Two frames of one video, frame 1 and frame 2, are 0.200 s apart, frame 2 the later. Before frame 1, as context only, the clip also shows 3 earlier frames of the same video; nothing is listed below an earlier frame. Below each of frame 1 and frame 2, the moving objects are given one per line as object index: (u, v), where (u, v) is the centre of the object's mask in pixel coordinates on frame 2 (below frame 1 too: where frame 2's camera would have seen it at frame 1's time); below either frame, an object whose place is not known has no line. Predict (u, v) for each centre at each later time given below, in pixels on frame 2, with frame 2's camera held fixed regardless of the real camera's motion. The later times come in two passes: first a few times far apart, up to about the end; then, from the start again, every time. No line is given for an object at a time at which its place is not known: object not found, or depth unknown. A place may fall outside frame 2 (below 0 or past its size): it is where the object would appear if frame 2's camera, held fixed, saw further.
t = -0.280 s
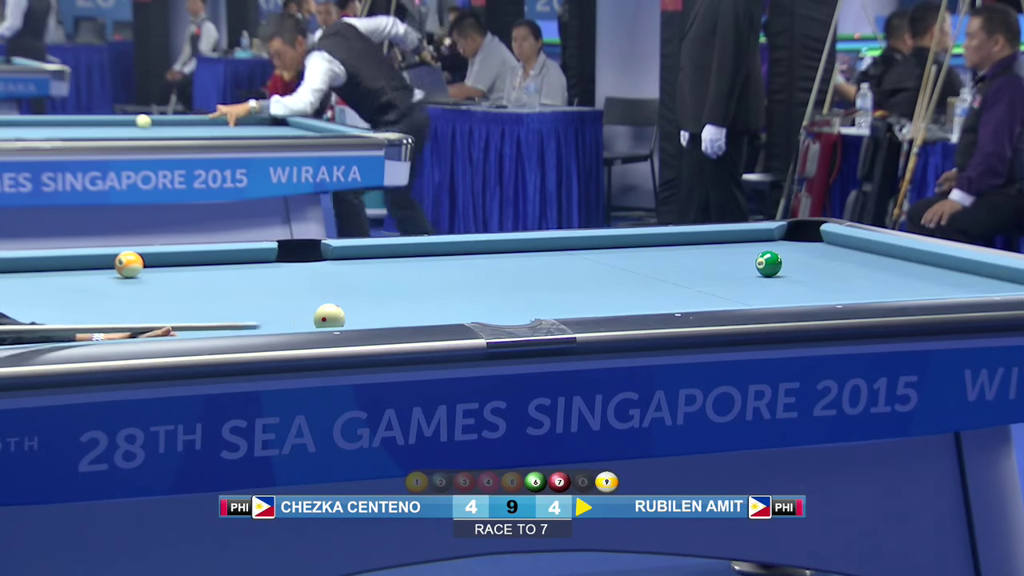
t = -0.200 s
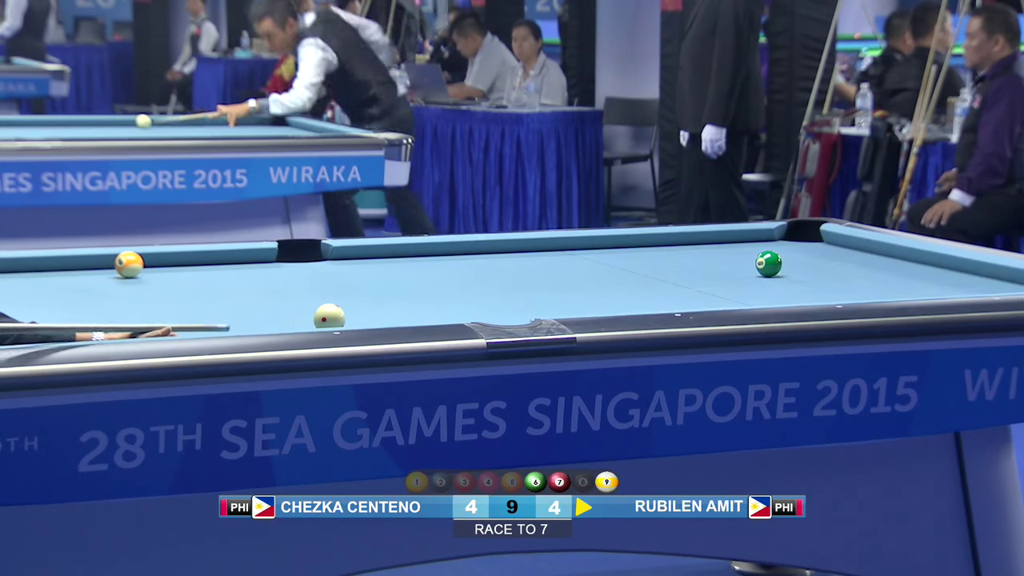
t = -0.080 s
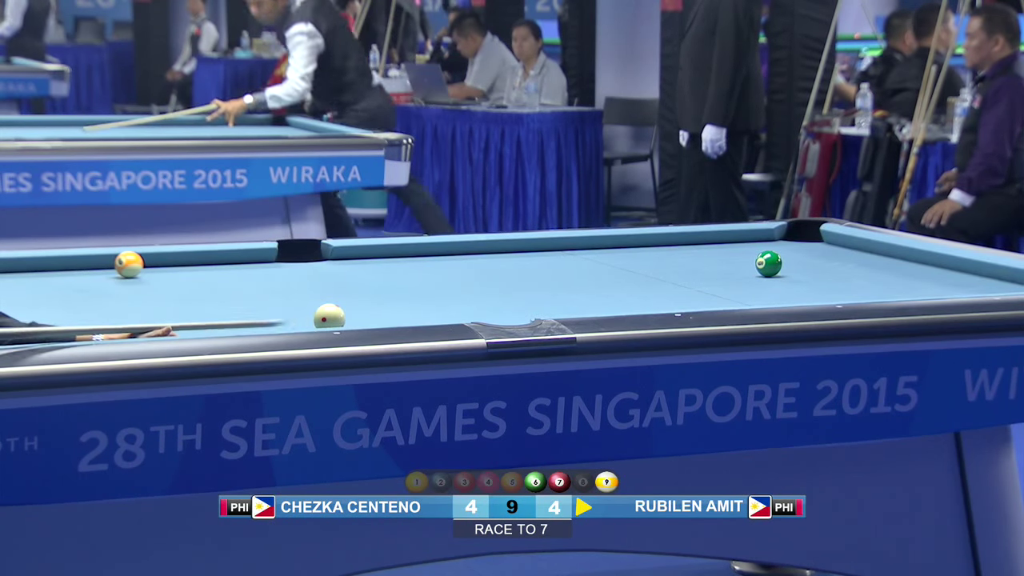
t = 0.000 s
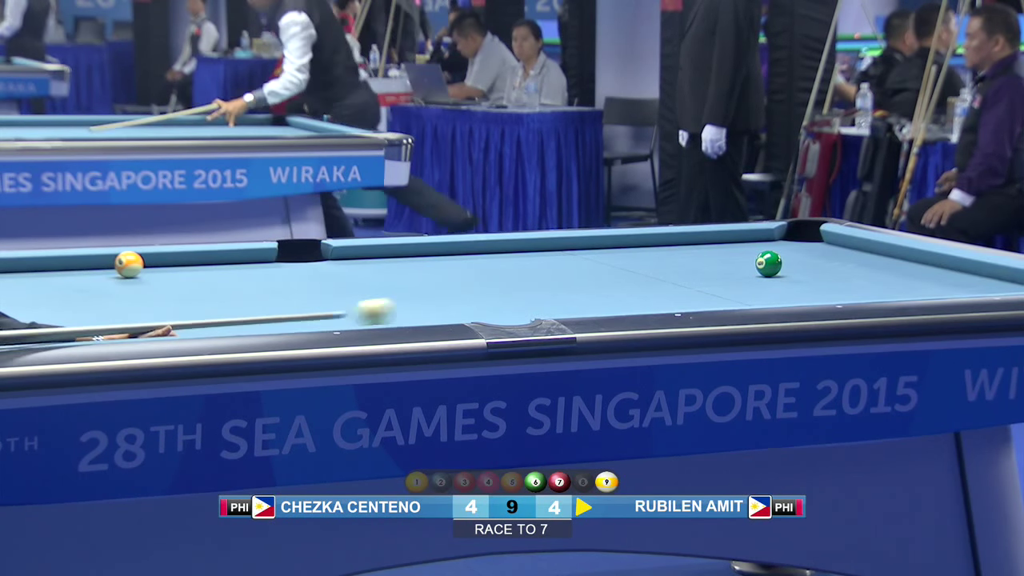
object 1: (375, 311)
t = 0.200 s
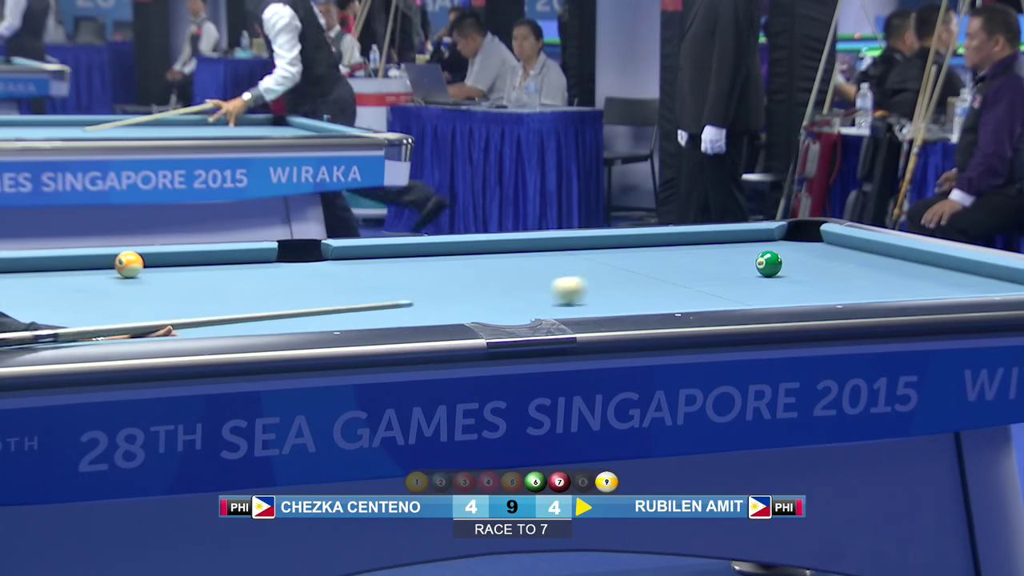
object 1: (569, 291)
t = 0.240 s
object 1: (600, 287)
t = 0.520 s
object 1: (796, 266)
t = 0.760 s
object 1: (952, 264)
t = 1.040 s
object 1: (894, 273)
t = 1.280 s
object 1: (841, 281)
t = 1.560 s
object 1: (777, 290)
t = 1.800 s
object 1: (722, 296)
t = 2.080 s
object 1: (656, 303)
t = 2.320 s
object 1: (600, 308)
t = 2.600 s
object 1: (522, 314)
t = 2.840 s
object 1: (460, 312)
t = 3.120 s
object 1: (390, 314)
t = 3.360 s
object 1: (333, 316)
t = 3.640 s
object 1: (268, 318)
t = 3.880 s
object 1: (217, 320)
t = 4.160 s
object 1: (159, 321)
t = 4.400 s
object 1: (112, 322)
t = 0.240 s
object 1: (600, 287)
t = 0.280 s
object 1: (631, 283)
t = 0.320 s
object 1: (660, 279)
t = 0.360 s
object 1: (688, 276)
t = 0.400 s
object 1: (716, 273)
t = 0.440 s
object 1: (742, 270)
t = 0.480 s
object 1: (771, 266)
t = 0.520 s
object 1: (796, 266)
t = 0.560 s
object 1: (822, 267)
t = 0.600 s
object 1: (849, 266)
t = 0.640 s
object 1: (874, 266)
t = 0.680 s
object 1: (901, 265)
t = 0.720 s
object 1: (927, 265)
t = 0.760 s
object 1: (952, 264)
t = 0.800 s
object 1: (958, 265)
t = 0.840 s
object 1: (945, 266)
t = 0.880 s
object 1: (932, 268)
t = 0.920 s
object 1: (922, 270)
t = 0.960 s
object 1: (912, 271)
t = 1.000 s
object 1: (903, 272)
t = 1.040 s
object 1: (894, 273)
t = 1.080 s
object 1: (886, 274)
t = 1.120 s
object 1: (876, 276)
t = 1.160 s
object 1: (868, 277)
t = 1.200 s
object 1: (859, 279)
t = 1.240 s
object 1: (850, 280)
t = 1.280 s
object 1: (841, 281)
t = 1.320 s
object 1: (831, 283)
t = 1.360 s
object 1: (823, 284)
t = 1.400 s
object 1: (814, 285)
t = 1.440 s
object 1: (805, 287)
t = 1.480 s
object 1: (796, 288)
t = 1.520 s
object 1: (787, 289)
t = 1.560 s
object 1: (777, 290)
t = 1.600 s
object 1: (769, 291)
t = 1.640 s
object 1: (760, 292)
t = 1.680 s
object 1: (750, 293)
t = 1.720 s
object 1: (741, 294)
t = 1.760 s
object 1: (732, 295)
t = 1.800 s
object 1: (722, 296)
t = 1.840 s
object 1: (713, 297)
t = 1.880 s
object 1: (704, 298)
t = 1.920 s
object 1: (694, 299)
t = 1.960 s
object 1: (685, 300)
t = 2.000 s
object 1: (676, 301)
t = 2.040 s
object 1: (666, 302)
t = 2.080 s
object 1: (656, 303)
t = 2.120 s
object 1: (647, 304)
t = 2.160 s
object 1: (638, 305)
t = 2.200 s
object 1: (628, 306)
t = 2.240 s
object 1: (619, 307)
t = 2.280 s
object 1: (609, 308)
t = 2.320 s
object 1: (600, 308)
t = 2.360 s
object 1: (588, 309)
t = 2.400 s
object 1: (576, 309)
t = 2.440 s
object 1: (566, 309)
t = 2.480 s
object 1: (555, 309)
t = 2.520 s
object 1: (544, 310)
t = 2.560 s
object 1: (532, 312)
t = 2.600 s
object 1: (522, 314)
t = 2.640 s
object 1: (512, 315)
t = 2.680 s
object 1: (501, 315)
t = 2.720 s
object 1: (491, 314)
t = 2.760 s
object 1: (481, 313)
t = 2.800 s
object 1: (470, 313)
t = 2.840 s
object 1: (460, 312)
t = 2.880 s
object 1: (449, 313)
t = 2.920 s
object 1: (439, 313)
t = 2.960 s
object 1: (429, 313)
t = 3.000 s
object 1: (419, 313)
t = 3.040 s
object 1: (409, 314)
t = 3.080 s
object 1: (400, 314)
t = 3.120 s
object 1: (390, 314)
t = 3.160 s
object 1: (380, 315)
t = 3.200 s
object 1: (371, 315)
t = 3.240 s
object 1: (361, 315)
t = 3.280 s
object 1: (351, 316)
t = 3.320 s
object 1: (342, 316)
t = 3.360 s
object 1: (333, 316)
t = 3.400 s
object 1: (323, 317)
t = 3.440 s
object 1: (314, 317)
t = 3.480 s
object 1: (304, 317)
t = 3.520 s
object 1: (295, 318)
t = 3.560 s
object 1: (287, 318)
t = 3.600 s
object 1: (277, 318)
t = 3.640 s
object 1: (268, 318)
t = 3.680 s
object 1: (260, 318)
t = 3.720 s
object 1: (251, 319)
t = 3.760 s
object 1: (242, 319)
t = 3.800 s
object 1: (234, 319)
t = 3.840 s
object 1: (225, 319)
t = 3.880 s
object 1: (217, 320)
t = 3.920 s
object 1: (208, 320)
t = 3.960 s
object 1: (200, 320)
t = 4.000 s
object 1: (191, 320)
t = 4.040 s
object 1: (183, 321)
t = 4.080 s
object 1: (175, 320)
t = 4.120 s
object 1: (167, 321)
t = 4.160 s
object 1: (159, 321)
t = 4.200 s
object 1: (151, 321)
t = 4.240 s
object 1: (143, 321)
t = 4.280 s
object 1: (135, 322)
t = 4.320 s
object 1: (127, 322)
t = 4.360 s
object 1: (120, 322)
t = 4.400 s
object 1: (112, 322)
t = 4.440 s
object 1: (104, 322)
